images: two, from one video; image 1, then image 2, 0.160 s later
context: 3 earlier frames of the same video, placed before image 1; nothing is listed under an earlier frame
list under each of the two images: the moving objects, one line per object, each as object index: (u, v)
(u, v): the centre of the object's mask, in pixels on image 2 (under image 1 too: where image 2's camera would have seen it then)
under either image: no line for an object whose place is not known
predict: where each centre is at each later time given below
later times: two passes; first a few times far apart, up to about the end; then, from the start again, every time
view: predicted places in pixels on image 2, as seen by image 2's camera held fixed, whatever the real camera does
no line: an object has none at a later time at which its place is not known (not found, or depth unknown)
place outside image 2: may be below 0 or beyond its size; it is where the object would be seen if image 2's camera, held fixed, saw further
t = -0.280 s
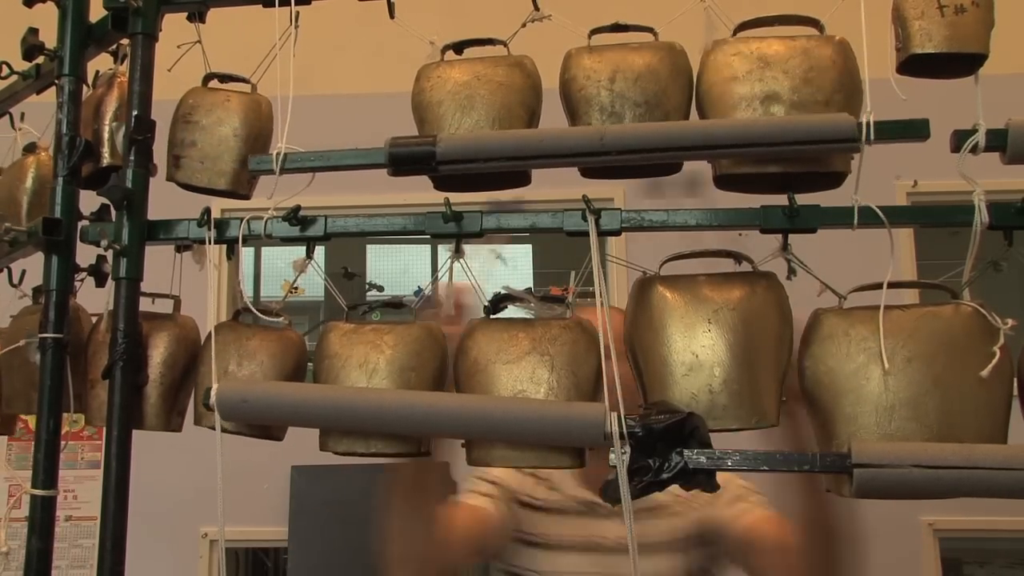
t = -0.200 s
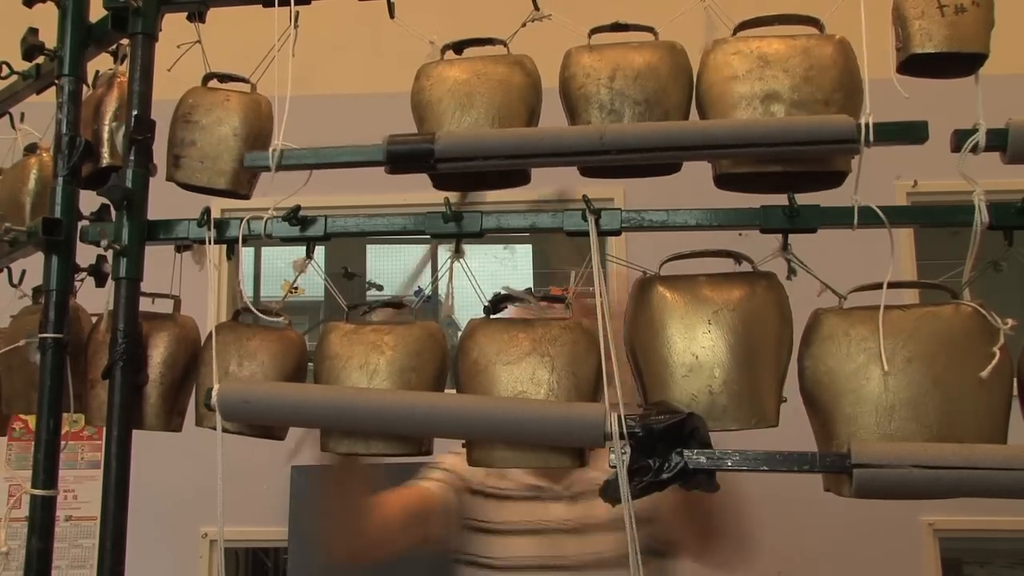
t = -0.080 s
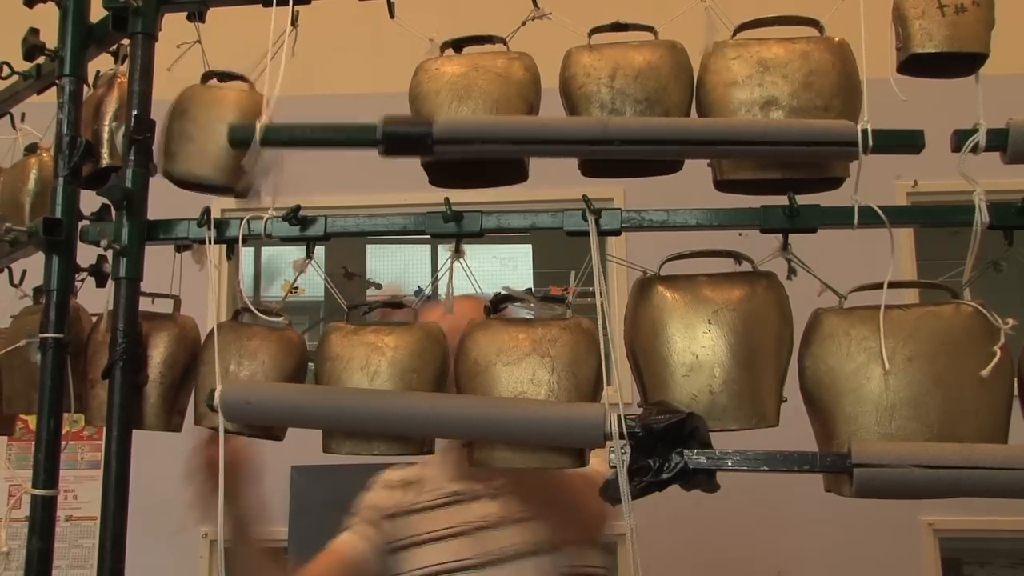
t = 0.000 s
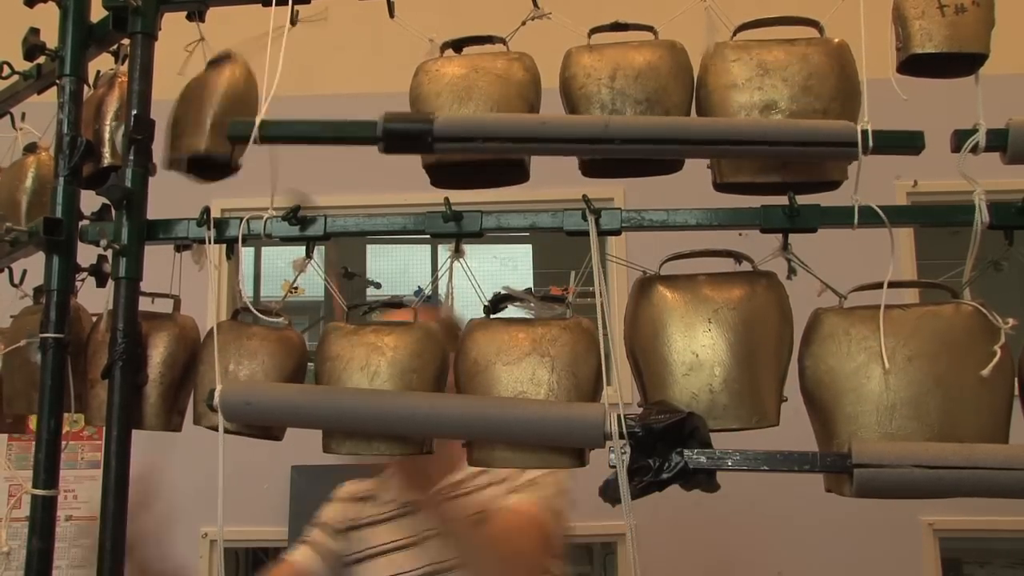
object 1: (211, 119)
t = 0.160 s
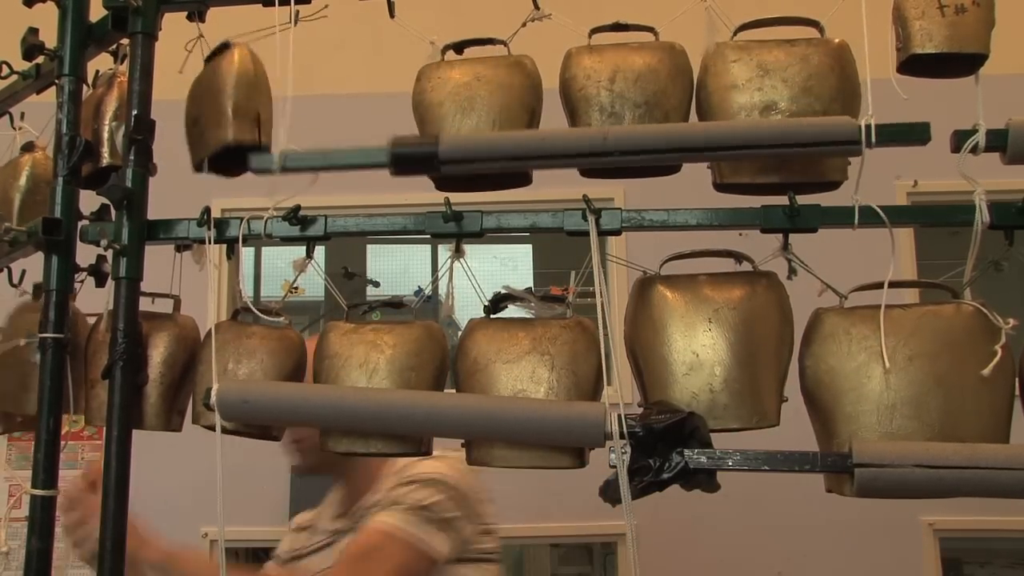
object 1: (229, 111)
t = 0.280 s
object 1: (225, 126)
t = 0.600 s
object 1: (223, 134)
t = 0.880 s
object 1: (212, 131)
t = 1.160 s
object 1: (217, 134)
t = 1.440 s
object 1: (215, 133)
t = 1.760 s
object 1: (213, 132)
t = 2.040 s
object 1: (216, 135)
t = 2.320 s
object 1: (215, 134)
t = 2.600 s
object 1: (213, 133)
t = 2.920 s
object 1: (217, 135)
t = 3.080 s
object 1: (216, 135)
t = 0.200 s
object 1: (227, 117)
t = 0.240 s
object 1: (227, 121)
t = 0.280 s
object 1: (225, 126)
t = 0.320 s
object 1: (221, 130)
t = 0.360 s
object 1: (219, 135)
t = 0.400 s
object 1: (219, 134)
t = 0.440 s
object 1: (217, 132)
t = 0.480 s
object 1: (217, 131)
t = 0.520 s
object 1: (218, 134)
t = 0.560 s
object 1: (220, 134)
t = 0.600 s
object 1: (223, 134)
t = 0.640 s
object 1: (224, 134)
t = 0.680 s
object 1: (222, 134)
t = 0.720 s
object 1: (218, 133)
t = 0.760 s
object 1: (213, 131)
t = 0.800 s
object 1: (211, 130)
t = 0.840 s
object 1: (211, 130)
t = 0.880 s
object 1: (212, 131)
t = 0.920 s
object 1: (214, 133)
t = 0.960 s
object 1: (216, 133)
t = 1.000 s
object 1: (217, 133)
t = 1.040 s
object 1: (217, 134)
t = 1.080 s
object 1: (216, 134)
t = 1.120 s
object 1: (216, 134)
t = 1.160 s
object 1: (217, 134)
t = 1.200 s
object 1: (218, 136)
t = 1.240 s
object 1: (219, 136)
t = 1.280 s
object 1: (220, 135)
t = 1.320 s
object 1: (219, 135)
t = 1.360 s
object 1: (217, 135)
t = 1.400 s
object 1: (216, 134)
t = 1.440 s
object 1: (215, 133)
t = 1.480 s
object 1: (215, 134)
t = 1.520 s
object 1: (215, 134)
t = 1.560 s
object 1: (215, 133)
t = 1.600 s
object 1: (215, 133)
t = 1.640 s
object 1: (214, 133)
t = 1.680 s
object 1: (213, 132)
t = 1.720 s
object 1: (212, 132)
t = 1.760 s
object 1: (213, 132)
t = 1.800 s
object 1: (213, 133)
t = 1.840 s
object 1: (215, 133)
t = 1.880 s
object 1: (216, 134)
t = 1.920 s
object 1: (216, 134)
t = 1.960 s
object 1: (216, 135)
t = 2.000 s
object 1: (216, 135)
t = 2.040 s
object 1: (216, 135)
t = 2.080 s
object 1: (217, 135)
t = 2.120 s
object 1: (218, 135)
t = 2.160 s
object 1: (218, 135)
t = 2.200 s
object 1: (218, 135)
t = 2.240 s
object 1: (217, 135)
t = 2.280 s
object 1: (216, 134)
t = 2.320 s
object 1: (215, 134)
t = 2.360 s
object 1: (215, 134)
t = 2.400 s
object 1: (214, 134)
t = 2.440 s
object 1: (214, 133)
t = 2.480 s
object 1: (214, 133)
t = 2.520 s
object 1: (214, 133)
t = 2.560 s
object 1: (213, 133)
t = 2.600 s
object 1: (213, 133)
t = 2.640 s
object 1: (214, 133)
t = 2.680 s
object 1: (214, 134)
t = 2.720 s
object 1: (215, 134)
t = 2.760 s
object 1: (216, 134)
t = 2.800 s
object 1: (217, 135)
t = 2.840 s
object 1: (217, 135)
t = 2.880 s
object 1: (217, 135)
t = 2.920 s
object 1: (217, 135)
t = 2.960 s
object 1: (217, 135)
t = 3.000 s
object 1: (217, 135)
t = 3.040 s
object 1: (217, 135)
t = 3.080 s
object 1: (216, 135)
